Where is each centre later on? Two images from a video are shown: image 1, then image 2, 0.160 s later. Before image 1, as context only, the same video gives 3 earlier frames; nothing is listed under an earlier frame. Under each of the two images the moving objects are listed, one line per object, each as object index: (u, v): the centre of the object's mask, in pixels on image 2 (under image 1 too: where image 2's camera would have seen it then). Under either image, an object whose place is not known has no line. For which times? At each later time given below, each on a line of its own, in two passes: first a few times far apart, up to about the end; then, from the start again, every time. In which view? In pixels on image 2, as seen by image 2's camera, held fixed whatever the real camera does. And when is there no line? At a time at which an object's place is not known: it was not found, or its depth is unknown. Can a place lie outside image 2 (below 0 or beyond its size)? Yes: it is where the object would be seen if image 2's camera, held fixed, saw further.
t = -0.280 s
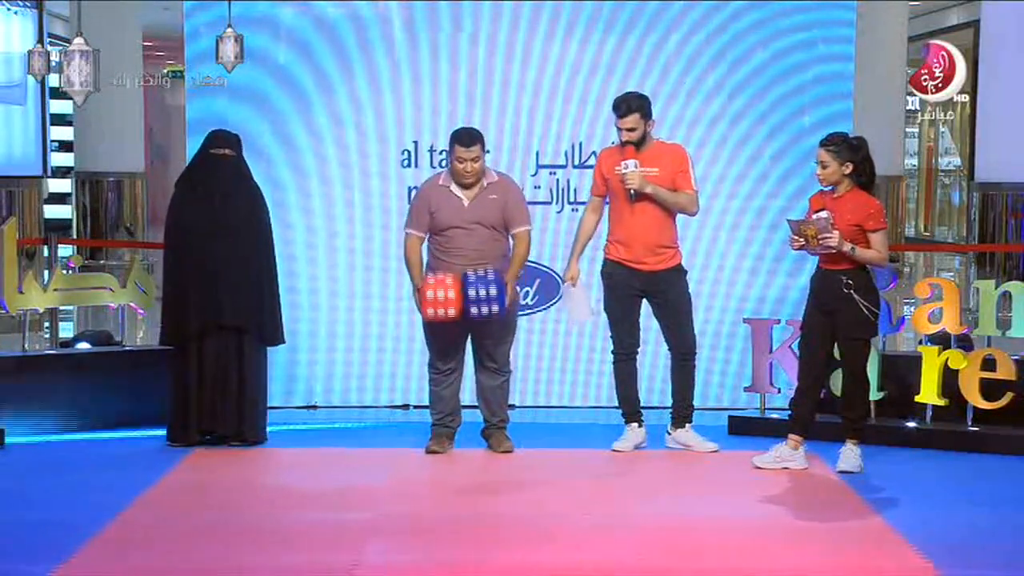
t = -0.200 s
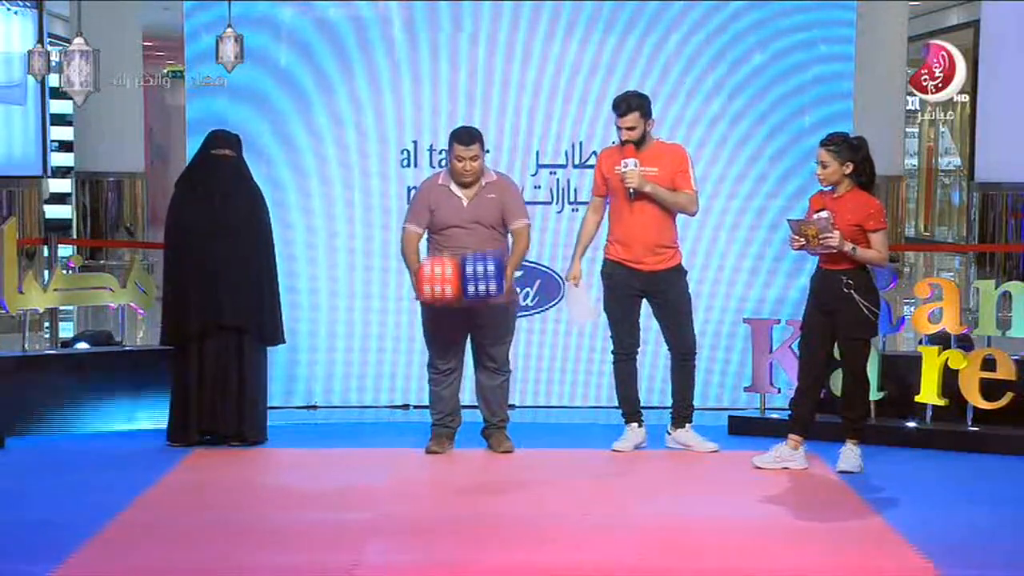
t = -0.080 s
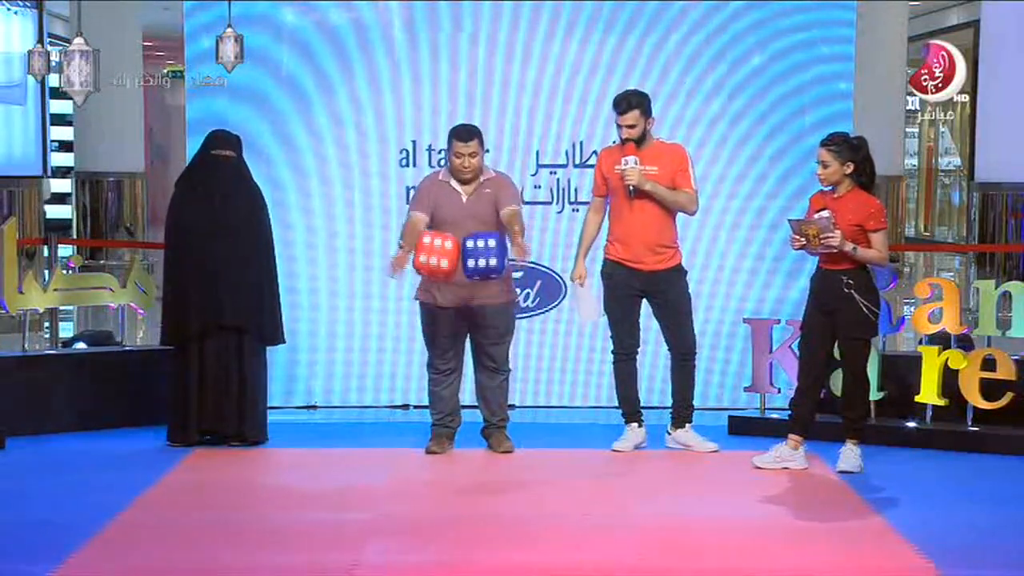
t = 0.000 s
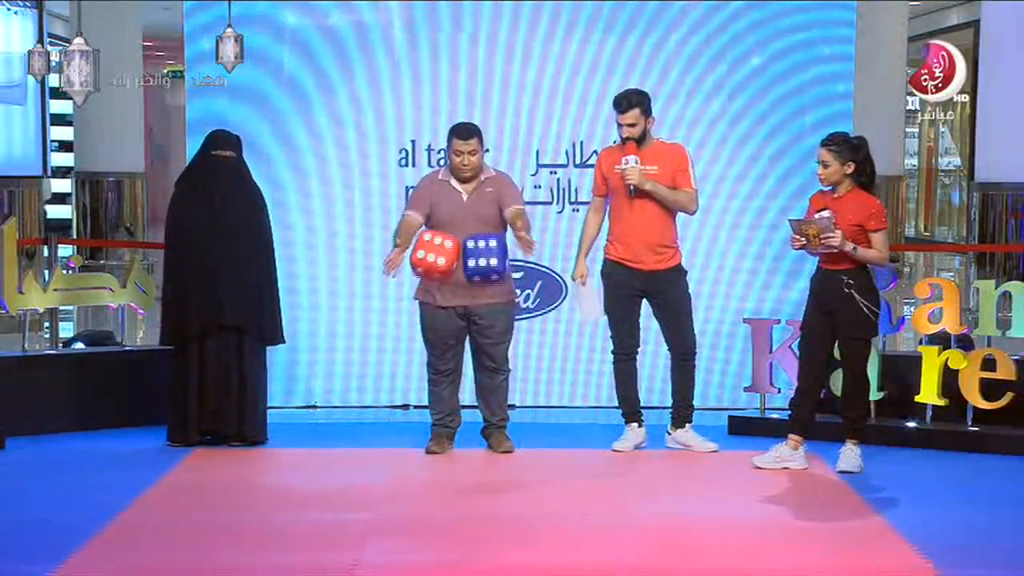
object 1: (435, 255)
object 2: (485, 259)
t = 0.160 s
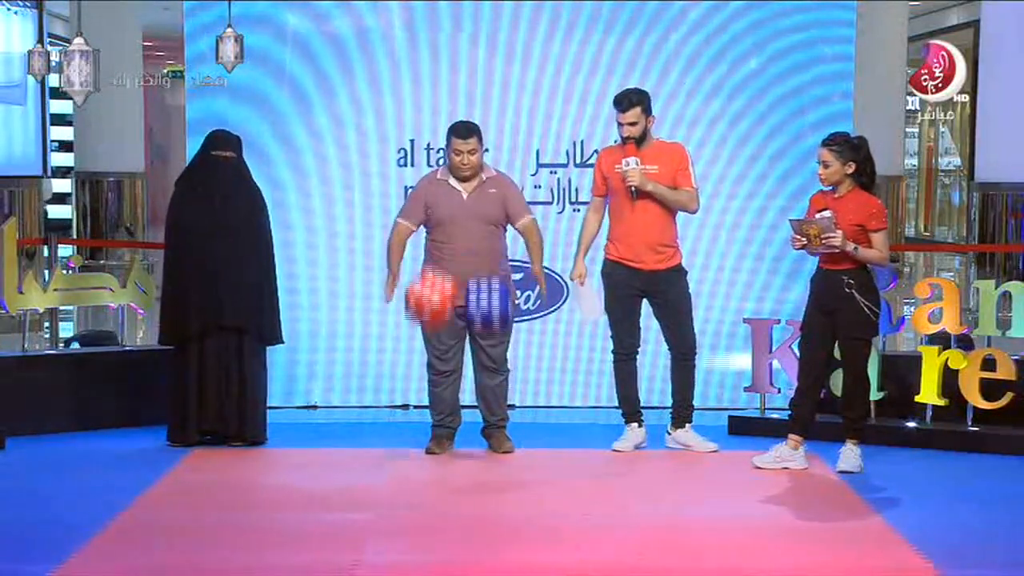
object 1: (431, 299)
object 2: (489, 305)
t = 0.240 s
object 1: (430, 342)
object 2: (489, 350)
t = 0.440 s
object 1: (420, 461)
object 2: (499, 452)
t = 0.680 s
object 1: (388, 430)
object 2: (525, 424)
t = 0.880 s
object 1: (358, 473)
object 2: (547, 463)
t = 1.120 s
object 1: (305, 480)
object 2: (580, 464)
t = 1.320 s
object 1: (266, 478)
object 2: (615, 467)
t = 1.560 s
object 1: (222, 482)
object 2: (644, 461)
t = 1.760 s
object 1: (191, 485)
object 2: (665, 456)
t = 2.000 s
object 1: (160, 484)
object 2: (696, 451)
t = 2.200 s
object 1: (133, 486)
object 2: (710, 448)
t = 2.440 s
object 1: (116, 488)
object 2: (733, 452)
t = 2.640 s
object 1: (103, 490)
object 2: (745, 445)
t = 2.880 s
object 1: (85, 490)
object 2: (760, 442)
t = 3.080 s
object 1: (90, 487)
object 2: (775, 442)
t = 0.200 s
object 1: (430, 318)
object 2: (489, 326)
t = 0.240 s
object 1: (430, 342)
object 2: (489, 350)
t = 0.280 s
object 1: (429, 368)
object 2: (490, 378)
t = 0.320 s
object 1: (427, 401)
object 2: (491, 415)
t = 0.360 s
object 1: (427, 439)
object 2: (491, 458)
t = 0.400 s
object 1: (424, 471)
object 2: (494, 469)
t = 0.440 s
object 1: (420, 461)
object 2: (499, 452)
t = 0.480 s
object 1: (415, 447)
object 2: (503, 439)
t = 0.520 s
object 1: (410, 436)
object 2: (508, 429)
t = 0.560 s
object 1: (405, 430)
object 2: (512, 422)
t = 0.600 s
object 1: (399, 426)
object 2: (518, 419)
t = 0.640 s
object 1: (393, 426)
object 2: (521, 420)
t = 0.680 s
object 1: (388, 430)
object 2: (525, 424)
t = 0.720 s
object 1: (382, 438)
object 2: (530, 432)
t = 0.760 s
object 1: (377, 450)
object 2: (534, 443)
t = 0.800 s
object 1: (371, 467)
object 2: (538, 459)
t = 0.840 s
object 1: (365, 478)
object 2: (542, 470)
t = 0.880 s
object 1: (358, 473)
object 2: (547, 463)
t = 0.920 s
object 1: (349, 468)
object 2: (552, 457)
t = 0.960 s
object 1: (340, 467)
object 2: (557, 454)
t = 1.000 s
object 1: (332, 469)
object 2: (562, 454)
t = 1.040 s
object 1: (324, 475)
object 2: (567, 458)
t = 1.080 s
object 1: (315, 482)
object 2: (572, 464)
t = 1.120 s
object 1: (305, 480)
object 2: (580, 464)
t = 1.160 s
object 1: (295, 482)
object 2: (587, 460)
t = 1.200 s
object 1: (286, 482)
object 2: (594, 458)
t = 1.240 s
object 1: (279, 477)
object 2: (600, 460)
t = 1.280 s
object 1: (272, 476)
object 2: (607, 463)
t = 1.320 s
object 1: (266, 478)
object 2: (615, 467)
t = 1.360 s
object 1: (258, 484)
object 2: (621, 466)
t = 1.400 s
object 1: (250, 487)
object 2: (627, 461)
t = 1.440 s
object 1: (242, 486)
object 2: (632, 459)
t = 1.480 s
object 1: (235, 485)
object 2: (636, 458)
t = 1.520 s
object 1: (229, 483)
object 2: (640, 459)
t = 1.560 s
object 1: (222, 482)
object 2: (644, 461)
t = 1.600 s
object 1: (216, 482)
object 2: (648, 461)
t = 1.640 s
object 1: (210, 484)
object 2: (651, 458)
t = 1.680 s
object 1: (203, 486)
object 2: (656, 456)
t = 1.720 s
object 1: (196, 486)
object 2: (660, 455)
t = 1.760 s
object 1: (191, 485)
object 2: (665, 456)
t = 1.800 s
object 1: (185, 486)
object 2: (671, 458)
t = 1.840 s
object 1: (180, 486)
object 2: (677, 459)
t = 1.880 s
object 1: (175, 486)
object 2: (683, 457)
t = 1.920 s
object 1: (170, 485)
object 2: (688, 454)
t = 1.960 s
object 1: (165, 484)
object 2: (692, 452)
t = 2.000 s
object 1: (160, 484)
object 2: (696, 451)
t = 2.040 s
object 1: (155, 485)
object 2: (699, 452)
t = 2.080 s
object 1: (149, 488)
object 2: (701, 453)
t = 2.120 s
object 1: (143, 488)
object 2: (704, 453)
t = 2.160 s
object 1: (137, 486)
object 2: (707, 451)
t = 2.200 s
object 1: (133, 486)
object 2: (710, 448)
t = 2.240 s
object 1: (129, 486)
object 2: (712, 446)
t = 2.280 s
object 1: (126, 488)
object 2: (715, 446)
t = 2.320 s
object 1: (122, 489)
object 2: (718, 447)
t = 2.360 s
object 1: (120, 489)
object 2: (723, 448)
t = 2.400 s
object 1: (118, 488)
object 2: (728, 451)
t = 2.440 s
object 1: (116, 488)
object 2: (733, 452)
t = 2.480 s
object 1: (114, 488)
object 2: (737, 449)
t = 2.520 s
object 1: (112, 488)
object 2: (740, 446)
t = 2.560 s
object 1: (110, 489)
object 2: (742, 445)
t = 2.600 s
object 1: (107, 489)
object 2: (744, 445)
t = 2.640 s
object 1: (103, 490)
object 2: (745, 445)
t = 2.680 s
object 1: (99, 492)
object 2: (745, 445)
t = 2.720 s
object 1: (94, 495)
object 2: (747, 445)
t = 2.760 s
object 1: (90, 494)
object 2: (750, 445)
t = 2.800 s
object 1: (87, 494)
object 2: (753, 445)
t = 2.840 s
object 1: (86, 492)
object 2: (756, 443)
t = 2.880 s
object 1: (85, 490)
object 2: (760, 442)
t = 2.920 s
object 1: (84, 488)
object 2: (764, 442)
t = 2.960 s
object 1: (85, 488)
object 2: (767, 441)
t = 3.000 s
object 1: (86, 487)
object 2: (770, 441)
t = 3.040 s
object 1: (87, 487)
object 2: (773, 441)
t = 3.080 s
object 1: (90, 487)
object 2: (775, 442)
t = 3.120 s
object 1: (92, 487)
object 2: (777, 443)
